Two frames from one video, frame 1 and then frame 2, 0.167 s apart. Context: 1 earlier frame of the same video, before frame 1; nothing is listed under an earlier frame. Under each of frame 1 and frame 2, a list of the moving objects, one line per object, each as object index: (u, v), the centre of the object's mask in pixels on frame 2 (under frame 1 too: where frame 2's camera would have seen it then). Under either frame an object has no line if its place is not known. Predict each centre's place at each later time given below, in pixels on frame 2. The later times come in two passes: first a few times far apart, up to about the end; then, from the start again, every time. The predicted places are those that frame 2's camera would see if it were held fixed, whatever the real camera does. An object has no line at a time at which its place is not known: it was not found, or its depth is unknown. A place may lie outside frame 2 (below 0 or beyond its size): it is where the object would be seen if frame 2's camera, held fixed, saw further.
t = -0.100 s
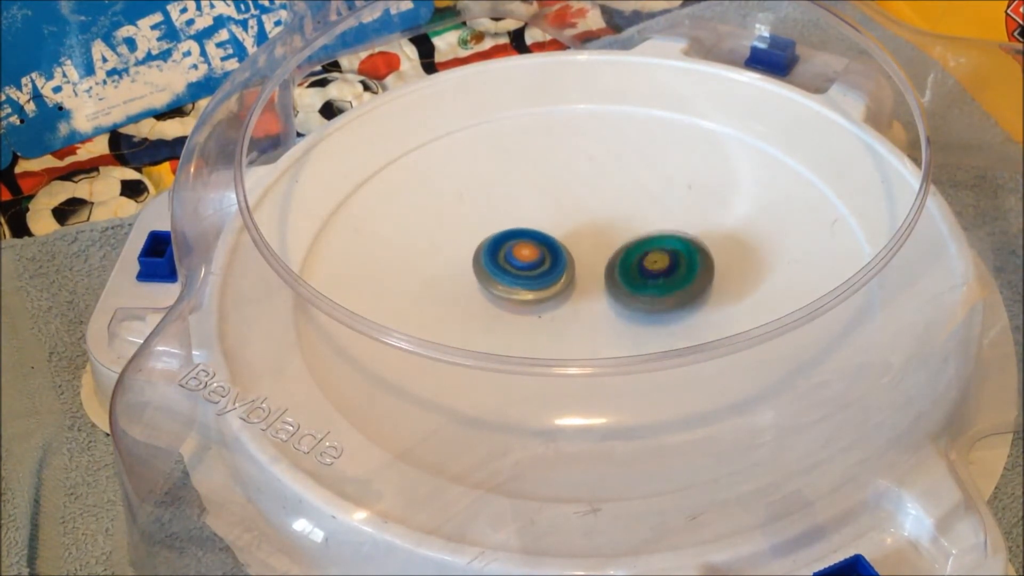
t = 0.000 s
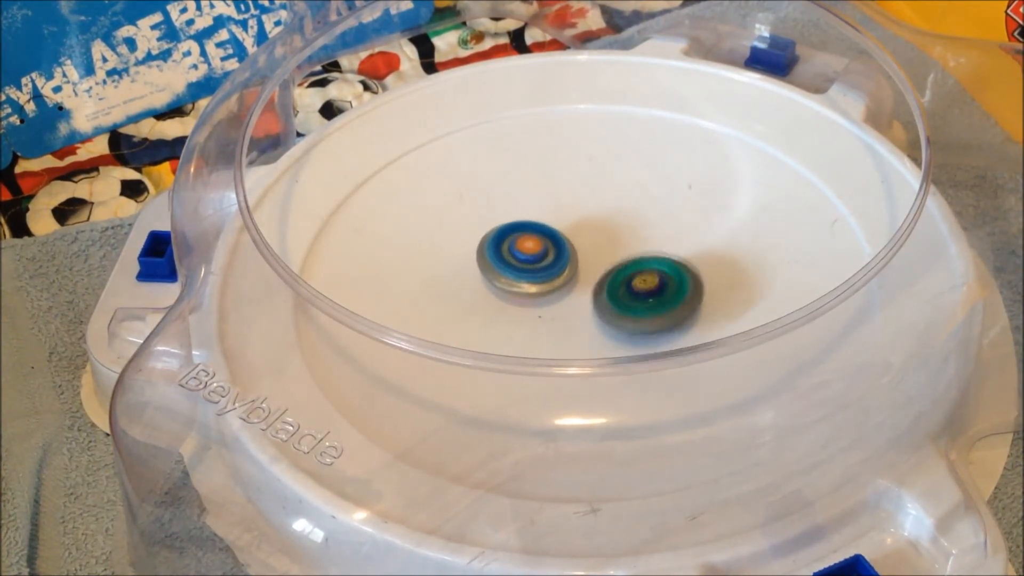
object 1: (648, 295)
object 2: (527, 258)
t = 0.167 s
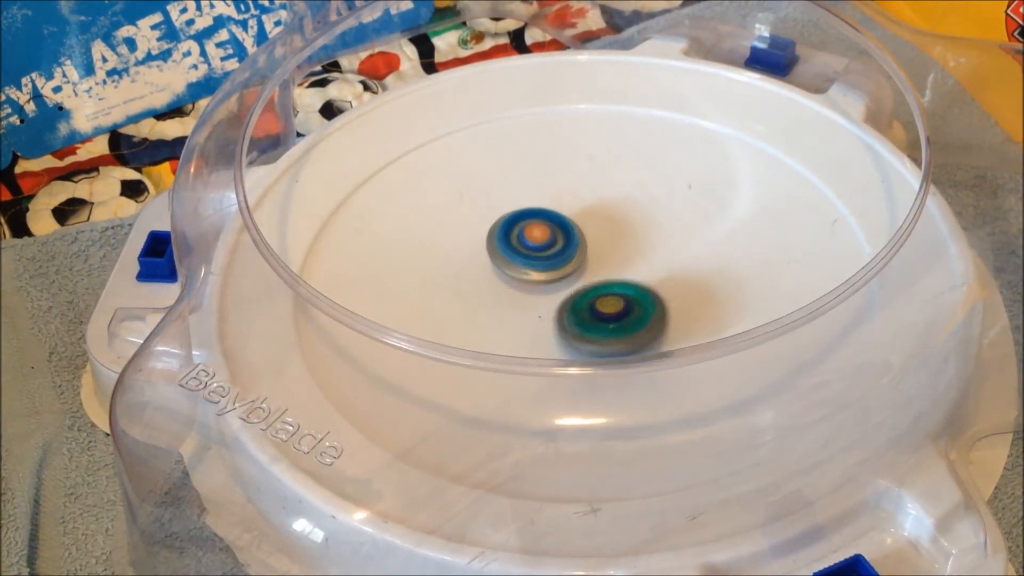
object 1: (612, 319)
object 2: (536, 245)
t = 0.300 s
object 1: (573, 324)
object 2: (545, 237)
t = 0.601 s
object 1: (477, 316)
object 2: (564, 230)
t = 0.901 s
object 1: (453, 261)
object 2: (574, 239)
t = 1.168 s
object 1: (449, 211)
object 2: (567, 253)
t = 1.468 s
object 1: (512, 197)
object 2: (547, 272)
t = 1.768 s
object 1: (580, 197)
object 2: (530, 278)
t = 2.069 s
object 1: (621, 230)
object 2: (521, 268)
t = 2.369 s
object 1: (654, 255)
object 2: (490, 254)
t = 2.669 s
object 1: (607, 296)
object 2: (477, 229)
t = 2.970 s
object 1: (658, 330)
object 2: (457, 202)
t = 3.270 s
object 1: (580, 293)
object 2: (505, 228)
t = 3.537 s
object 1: (572, 290)
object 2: (506, 199)
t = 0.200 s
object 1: (603, 321)
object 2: (538, 243)
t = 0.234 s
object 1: (593, 322)
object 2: (540, 241)
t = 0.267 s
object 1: (583, 323)
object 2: (543, 239)
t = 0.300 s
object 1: (573, 324)
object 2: (545, 237)
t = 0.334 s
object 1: (562, 325)
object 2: (548, 235)
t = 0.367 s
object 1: (551, 325)
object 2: (550, 234)
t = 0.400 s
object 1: (540, 325)
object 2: (552, 232)
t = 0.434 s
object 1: (526, 324)
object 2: (554, 231)
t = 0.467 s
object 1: (515, 324)
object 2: (556, 231)
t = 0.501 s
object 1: (503, 323)
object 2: (558, 230)
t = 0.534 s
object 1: (493, 321)
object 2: (560, 230)
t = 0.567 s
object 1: (485, 319)
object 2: (562, 230)
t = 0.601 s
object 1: (477, 316)
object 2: (564, 230)
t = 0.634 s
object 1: (470, 313)
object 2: (566, 230)
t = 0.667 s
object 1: (465, 309)
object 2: (567, 231)
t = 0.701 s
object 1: (461, 304)
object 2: (569, 231)
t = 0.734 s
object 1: (458, 298)
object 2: (570, 232)
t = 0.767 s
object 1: (456, 292)
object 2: (571, 233)
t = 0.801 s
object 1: (455, 285)
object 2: (572, 234)
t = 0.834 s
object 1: (454, 276)
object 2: (573, 235)
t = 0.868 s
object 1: (454, 268)
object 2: (573, 237)
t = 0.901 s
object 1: (453, 261)
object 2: (574, 239)
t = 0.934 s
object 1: (453, 251)
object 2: (574, 240)
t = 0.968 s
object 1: (452, 243)
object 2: (573, 241)
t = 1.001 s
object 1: (450, 236)
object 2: (573, 243)
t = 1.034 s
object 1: (449, 229)
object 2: (572, 245)
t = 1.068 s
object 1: (447, 223)
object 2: (571, 247)
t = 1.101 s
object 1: (447, 218)
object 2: (570, 249)
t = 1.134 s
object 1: (447, 214)
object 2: (569, 251)
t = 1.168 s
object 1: (449, 211)
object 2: (567, 253)
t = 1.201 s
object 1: (452, 208)
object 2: (565, 255)
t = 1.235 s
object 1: (455, 208)
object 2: (562, 256)
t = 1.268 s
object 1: (460, 207)
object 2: (560, 258)
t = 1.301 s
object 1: (467, 207)
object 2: (557, 260)
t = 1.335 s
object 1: (476, 205)
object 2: (554, 262)
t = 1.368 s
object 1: (484, 206)
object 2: (552, 264)
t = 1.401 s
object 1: (494, 202)
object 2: (551, 268)
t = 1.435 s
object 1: (502, 200)
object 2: (549, 270)
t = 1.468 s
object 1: (512, 197)
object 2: (547, 272)
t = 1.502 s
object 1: (521, 195)
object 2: (545, 273)
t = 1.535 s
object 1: (530, 193)
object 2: (543, 275)
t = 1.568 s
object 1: (539, 191)
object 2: (541, 276)
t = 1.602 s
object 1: (546, 190)
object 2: (539, 277)
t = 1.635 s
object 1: (554, 190)
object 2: (537, 278)
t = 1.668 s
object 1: (560, 190)
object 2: (535, 278)
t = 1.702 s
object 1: (567, 192)
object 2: (533, 278)
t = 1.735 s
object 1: (573, 194)
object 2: (531, 278)
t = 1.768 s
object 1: (580, 197)
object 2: (530, 278)
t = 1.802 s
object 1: (586, 199)
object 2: (528, 278)
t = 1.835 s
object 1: (593, 205)
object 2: (527, 277)
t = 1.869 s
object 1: (599, 206)
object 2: (526, 276)
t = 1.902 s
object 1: (605, 209)
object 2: (524, 275)
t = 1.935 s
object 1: (611, 213)
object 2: (524, 274)
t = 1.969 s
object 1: (615, 216)
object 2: (523, 273)
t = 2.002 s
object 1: (618, 221)
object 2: (522, 271)
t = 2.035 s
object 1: (619, 225)
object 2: (522, 270)
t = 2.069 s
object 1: (621, 230)
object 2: (521, 268)
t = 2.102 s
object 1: (621, 234)
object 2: (521, 266)
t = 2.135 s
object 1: (621, 239)
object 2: (522, 264)
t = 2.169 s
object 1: (627, 241)
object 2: (511, 262)
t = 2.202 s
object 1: (636, 244)
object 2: (502, 261)
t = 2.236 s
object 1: (644, 246)
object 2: (499, 259)
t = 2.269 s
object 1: (649, 250)
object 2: (496, 258)
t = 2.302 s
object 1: (653, 252)
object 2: (494, 257)
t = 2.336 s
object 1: (654, 253)
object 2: (492, 255)
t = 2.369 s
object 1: (654, 255)
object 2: (490, 254)
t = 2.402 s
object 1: (652, 257)
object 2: (489, 253)
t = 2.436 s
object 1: (648, 259)
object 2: (489, 252)
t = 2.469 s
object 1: (642, 261)
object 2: (489, 250)
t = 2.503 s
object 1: (634, 263)
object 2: (490, 249)
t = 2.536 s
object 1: (625, 266)
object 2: (491, 248)
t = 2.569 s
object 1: (613, 270)
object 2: (492, 247)
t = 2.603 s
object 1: (602, 275)
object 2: (495, 246)
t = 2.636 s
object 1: (594, 281)
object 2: (496, 244)
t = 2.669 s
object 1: (607, 296)
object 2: (477, 229)
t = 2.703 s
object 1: (615, 306)
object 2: (463, 217)
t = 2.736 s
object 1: (623, 314)
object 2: (458, 210)
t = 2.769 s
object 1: (630, 319)
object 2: (456, 207)
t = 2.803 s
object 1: (637, 323)
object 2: (454, 205)
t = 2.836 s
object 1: (643, 327)
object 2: (453, 204)
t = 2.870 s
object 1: (650, 330)
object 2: (453, 203)
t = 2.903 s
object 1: (655, 330)
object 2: (453, 202)
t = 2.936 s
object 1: (657, 330)
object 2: (454, 202)
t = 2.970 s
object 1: (658, 330)
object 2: (457, 202)
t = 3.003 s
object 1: (655, 328)
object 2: (459, 203)
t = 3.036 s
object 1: (649, 326)
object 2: (463, 205)
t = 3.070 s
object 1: (640, 323)
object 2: (467, 207)
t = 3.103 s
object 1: (630, 321)
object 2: (471, 209)
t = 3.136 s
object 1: (621, 317)
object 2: (477, 212)
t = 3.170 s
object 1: (610, 311)
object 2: (483, 215)
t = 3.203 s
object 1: (598, 305)
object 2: (490, 220)
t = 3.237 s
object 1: (589, 299)
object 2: (497, 224)
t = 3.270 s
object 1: (580, 293)
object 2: (505, 228)
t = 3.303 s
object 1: (576, 288)
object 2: (508, 228)
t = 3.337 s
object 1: (570, 285)
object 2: (508, 223)
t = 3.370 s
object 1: (569, 285)
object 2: (507, 216)
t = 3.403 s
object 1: (569, 283)
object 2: (508, 212)
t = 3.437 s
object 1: (567, 279)
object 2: (511, 214)
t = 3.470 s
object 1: (569, 282)
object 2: (509, 210)
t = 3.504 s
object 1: (569, 286)
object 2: (506, 202)
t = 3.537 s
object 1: (572, 290)
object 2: (506, 199)
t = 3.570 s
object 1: (575, 294)
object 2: (507, 200)
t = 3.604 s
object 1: (576, 297)
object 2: (507, 201)
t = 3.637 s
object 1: (578, 300)
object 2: (508, 203)
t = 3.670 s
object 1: (581, 302)
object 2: (509, 204)
